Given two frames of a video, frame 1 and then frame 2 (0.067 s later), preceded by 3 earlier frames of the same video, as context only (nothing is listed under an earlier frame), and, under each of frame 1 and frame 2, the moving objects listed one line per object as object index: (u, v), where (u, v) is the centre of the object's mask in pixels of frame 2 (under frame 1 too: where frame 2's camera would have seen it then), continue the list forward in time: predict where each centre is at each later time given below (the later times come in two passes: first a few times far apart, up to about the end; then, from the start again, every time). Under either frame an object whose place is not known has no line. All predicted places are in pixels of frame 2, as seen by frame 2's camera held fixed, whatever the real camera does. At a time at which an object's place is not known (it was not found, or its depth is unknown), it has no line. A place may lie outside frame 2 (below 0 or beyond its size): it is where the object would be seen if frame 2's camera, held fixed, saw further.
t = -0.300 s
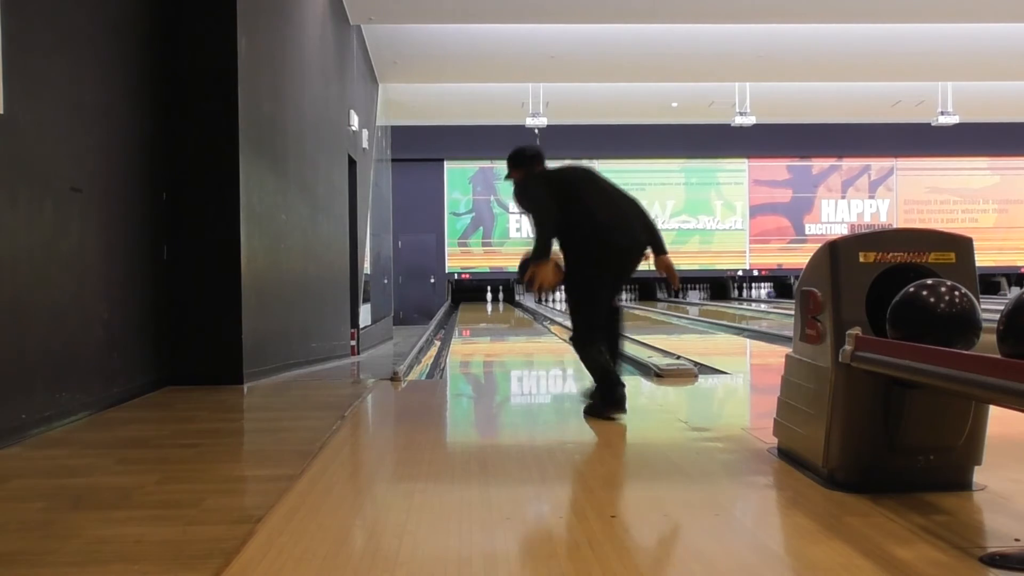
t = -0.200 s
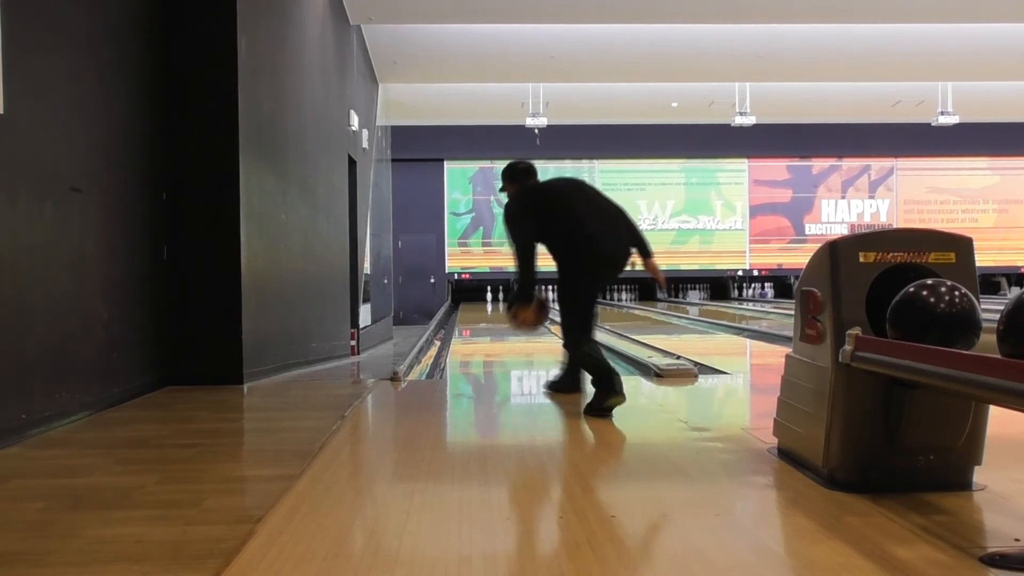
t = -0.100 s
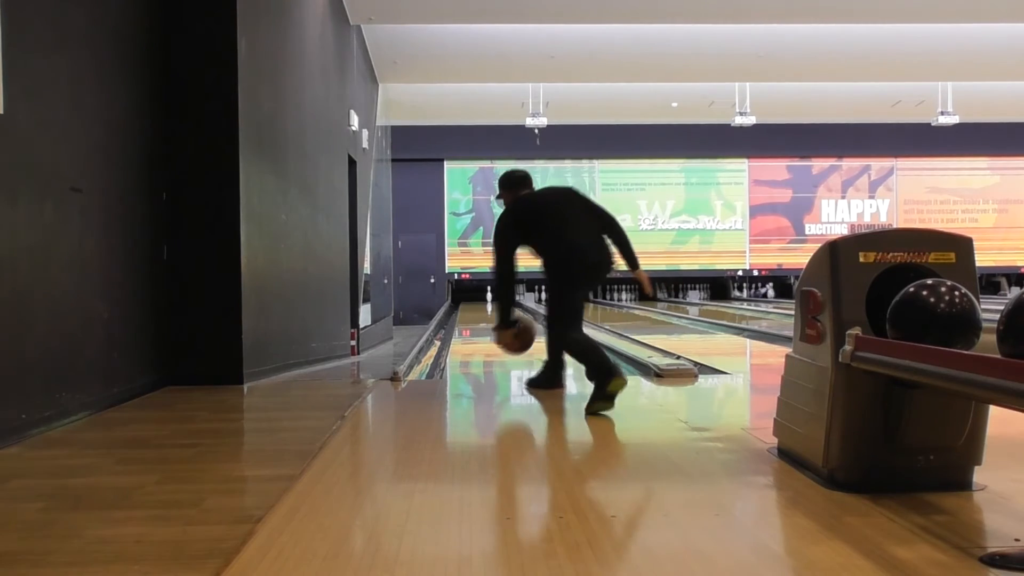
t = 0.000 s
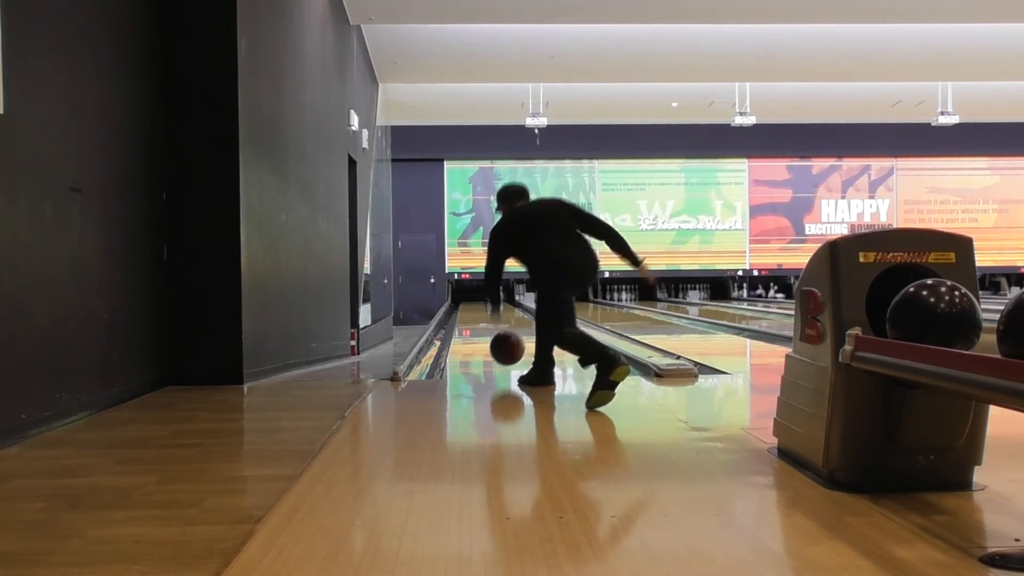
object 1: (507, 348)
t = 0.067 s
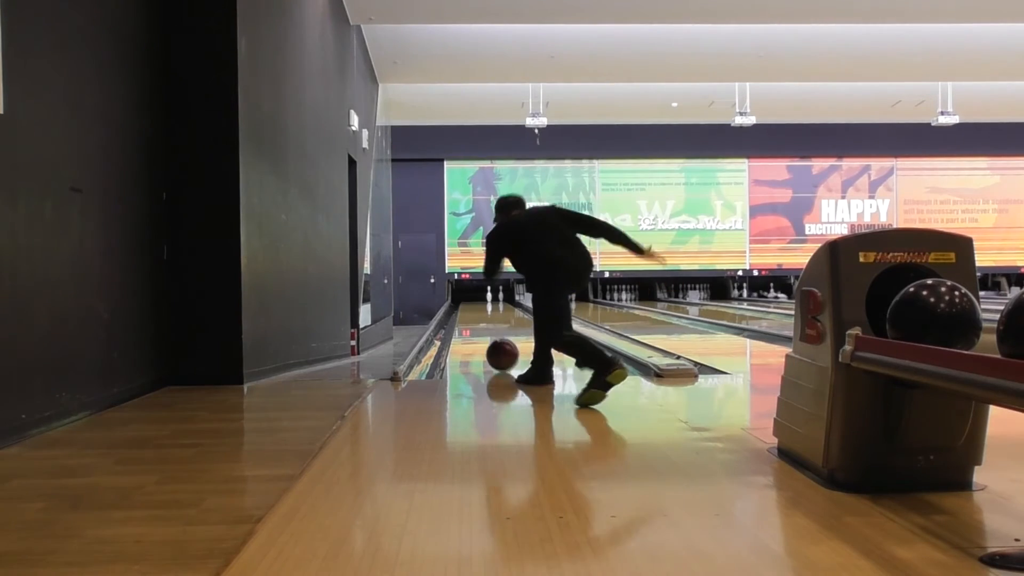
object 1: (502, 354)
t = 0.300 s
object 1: (490, 341)
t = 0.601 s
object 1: (480, 329)
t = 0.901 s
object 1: (474, 321)
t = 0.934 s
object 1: (473, 320)
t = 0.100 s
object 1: (500, 352)
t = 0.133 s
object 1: (498, 350)
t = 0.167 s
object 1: (496, 348)
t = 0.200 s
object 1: (494, 346)
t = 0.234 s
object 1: (493, 344)
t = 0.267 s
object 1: (491, 343)
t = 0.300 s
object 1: (490, 341)
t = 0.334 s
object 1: (488, 339)
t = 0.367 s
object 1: (487, 338)
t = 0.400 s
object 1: (486, 336)
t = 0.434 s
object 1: (485, 335)
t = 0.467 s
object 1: (484, 334)
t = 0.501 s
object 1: (483, 333)
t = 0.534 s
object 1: (482, 332)
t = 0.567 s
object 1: (481, 330)
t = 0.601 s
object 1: (480, 329)
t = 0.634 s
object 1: (479, 328)
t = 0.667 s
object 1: (478, 327)
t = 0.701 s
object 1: (477, 326)
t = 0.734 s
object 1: (477, 326)
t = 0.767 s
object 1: (476, 325)
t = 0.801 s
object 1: (476, 323)
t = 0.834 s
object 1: (475, 323)
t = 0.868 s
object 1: (474, 322)
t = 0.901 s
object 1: (474, 321)
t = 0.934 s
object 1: (473, 320)
